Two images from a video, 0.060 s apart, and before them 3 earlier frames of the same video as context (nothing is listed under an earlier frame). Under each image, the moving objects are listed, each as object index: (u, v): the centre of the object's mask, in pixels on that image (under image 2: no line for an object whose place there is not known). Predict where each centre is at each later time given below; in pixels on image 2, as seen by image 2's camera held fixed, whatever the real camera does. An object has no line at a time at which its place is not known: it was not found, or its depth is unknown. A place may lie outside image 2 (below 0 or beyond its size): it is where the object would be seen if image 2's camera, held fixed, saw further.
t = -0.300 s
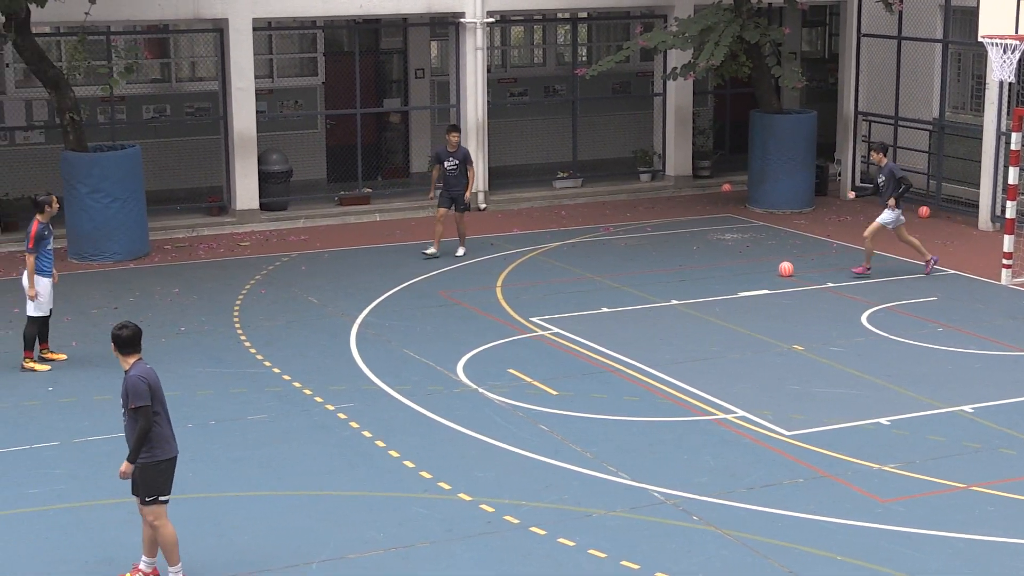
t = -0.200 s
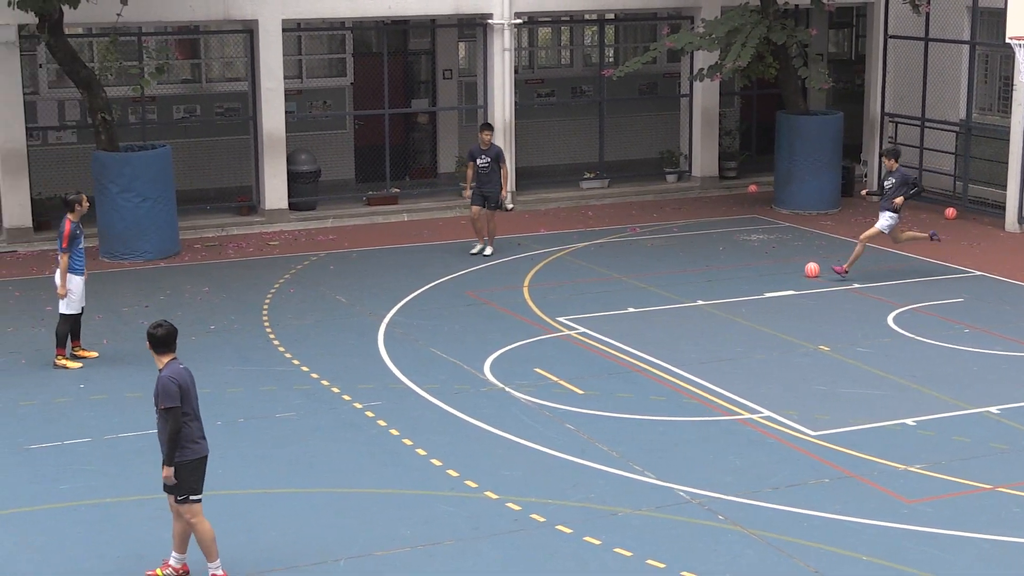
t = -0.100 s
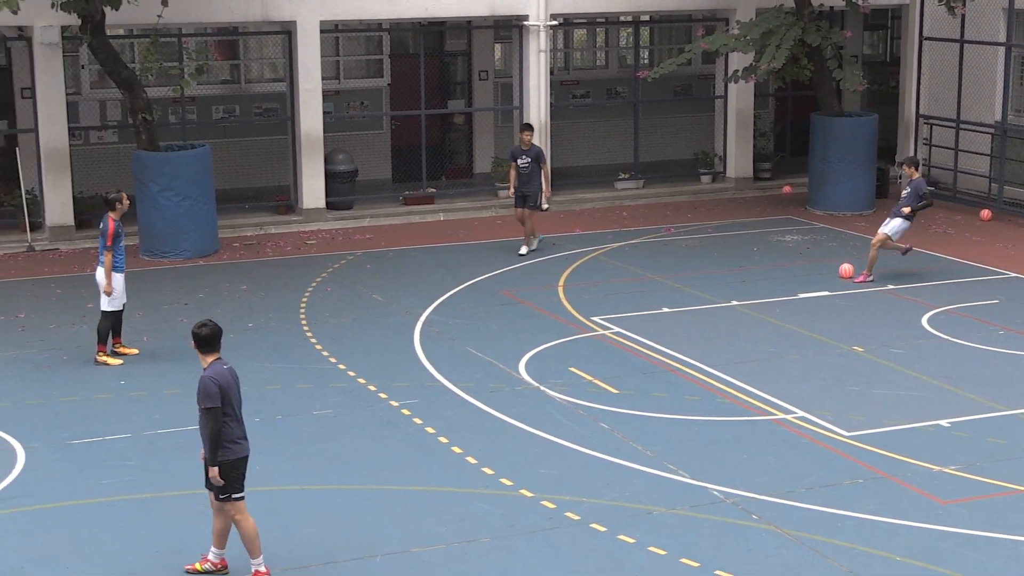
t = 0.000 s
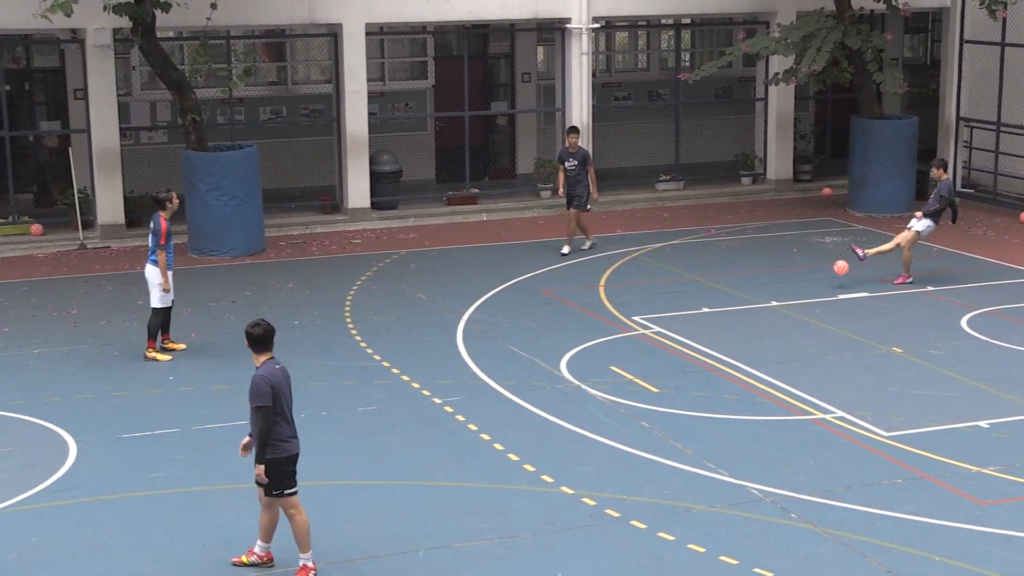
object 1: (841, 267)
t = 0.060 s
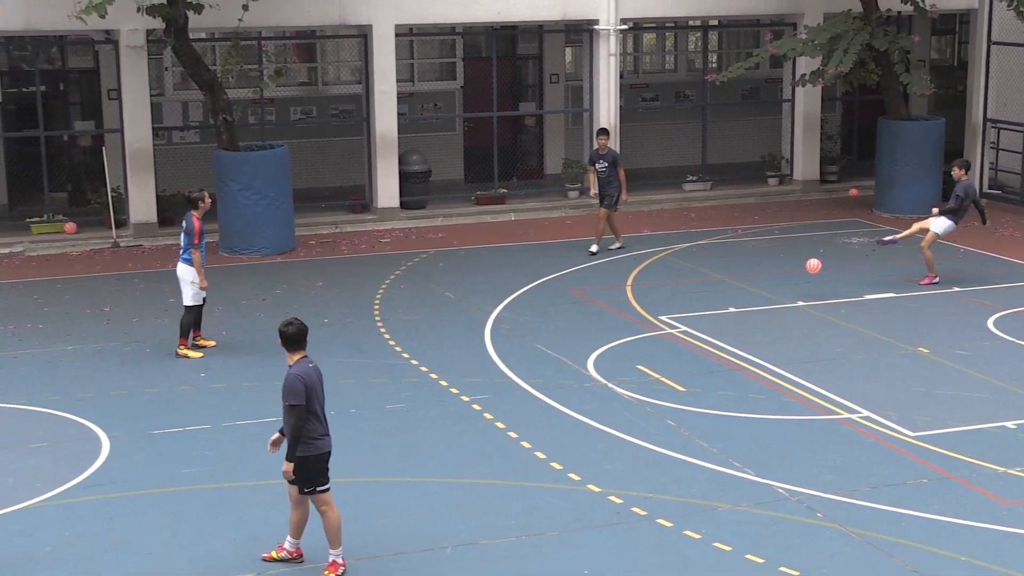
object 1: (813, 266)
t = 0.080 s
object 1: (796, 266)
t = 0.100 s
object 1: (779, 266)
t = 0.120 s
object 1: (763, 267)
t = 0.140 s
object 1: (746, 268)
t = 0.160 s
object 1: (729, 269)
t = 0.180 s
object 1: (712, 270)
